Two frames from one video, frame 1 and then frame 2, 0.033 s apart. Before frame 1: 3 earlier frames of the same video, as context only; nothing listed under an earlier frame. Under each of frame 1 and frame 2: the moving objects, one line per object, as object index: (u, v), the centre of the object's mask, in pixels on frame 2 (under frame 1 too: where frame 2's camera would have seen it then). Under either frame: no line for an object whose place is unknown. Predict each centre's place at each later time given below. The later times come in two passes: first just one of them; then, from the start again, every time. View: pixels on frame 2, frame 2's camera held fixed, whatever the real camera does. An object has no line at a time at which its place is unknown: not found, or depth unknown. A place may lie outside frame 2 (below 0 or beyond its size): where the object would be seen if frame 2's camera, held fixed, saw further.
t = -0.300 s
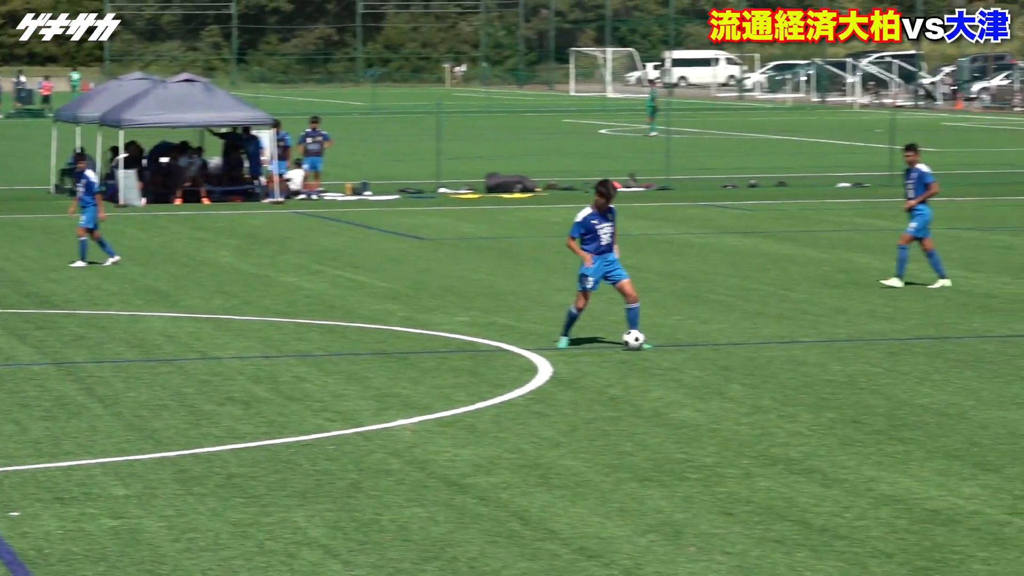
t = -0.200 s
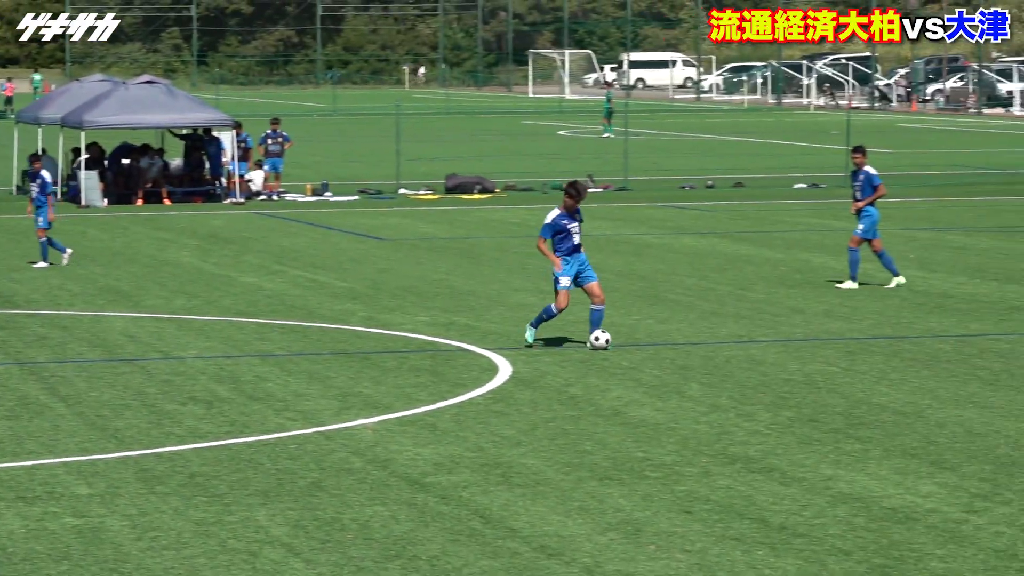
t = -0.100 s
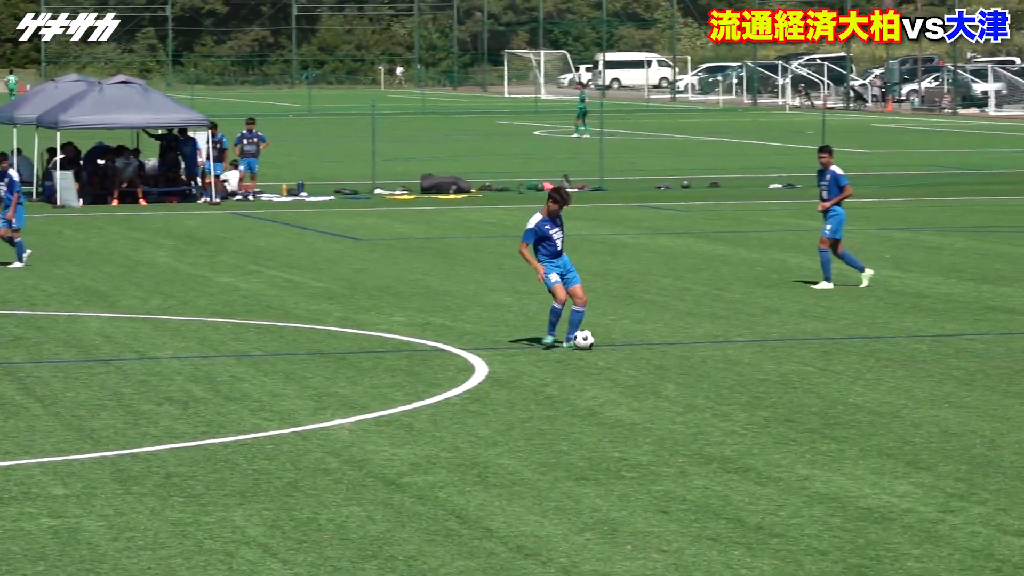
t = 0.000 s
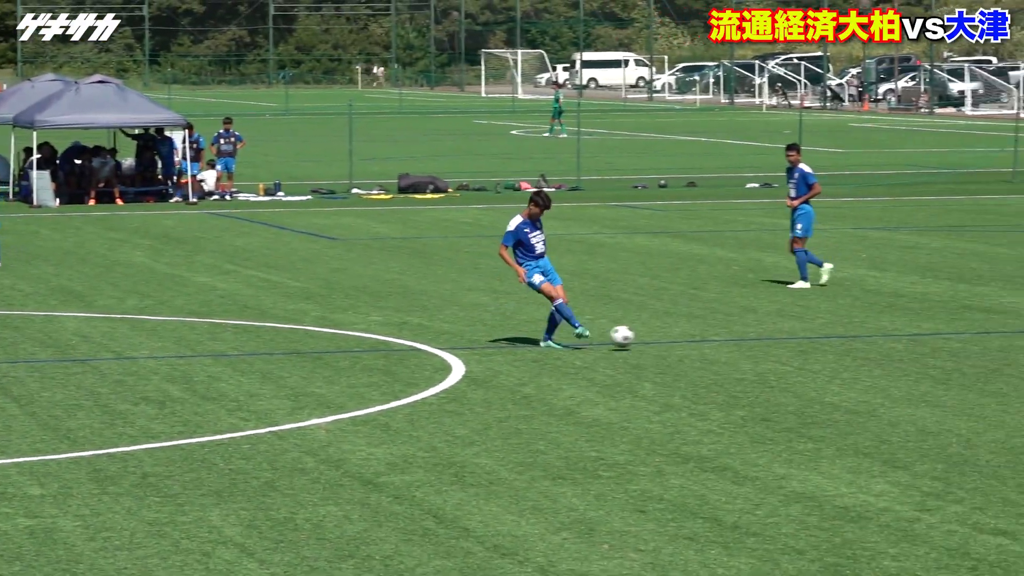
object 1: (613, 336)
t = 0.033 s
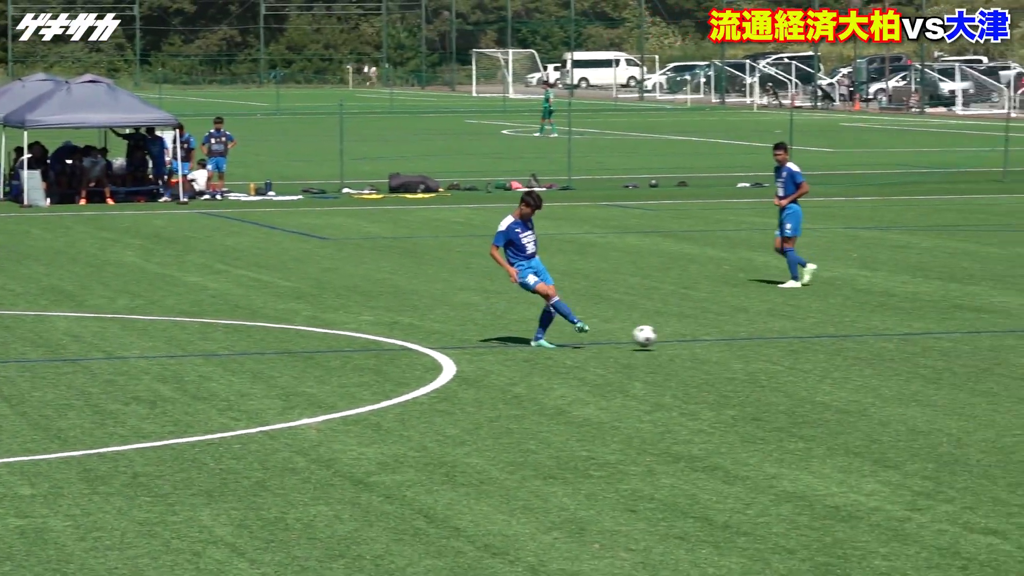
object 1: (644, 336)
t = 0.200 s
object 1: (800, 340)
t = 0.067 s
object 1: (676, 337)
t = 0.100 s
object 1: (709, 339)
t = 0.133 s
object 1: (742, 341)
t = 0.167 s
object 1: (774, 343)
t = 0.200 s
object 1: (800, 340)
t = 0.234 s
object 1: (826, 337)
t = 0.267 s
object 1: (852, 336)
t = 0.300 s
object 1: (879, 337)
